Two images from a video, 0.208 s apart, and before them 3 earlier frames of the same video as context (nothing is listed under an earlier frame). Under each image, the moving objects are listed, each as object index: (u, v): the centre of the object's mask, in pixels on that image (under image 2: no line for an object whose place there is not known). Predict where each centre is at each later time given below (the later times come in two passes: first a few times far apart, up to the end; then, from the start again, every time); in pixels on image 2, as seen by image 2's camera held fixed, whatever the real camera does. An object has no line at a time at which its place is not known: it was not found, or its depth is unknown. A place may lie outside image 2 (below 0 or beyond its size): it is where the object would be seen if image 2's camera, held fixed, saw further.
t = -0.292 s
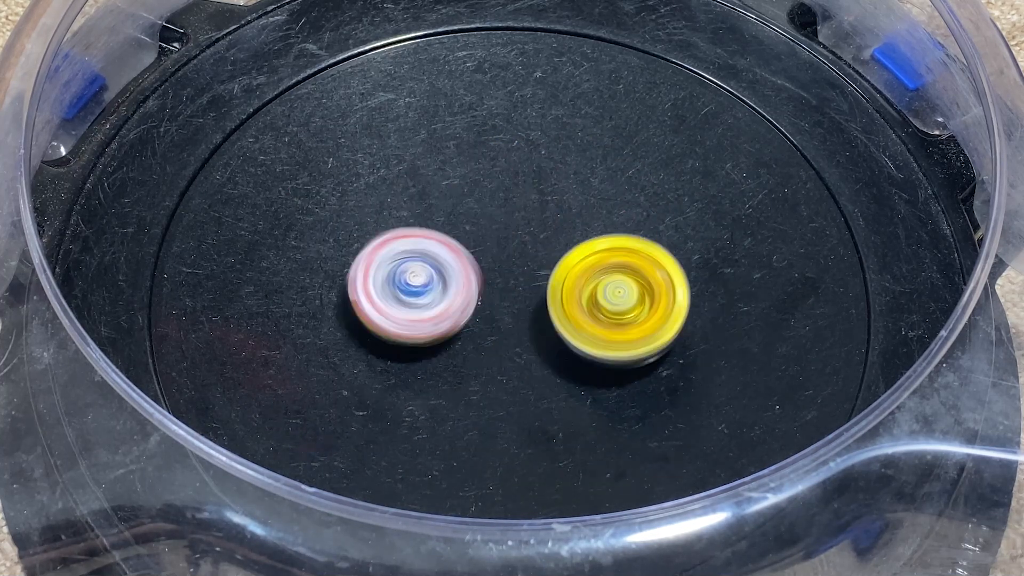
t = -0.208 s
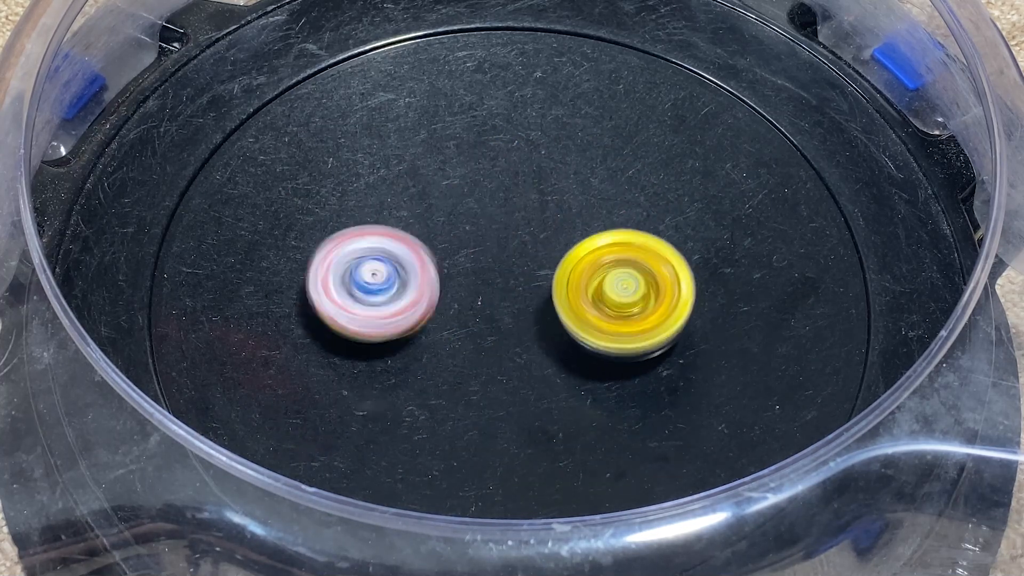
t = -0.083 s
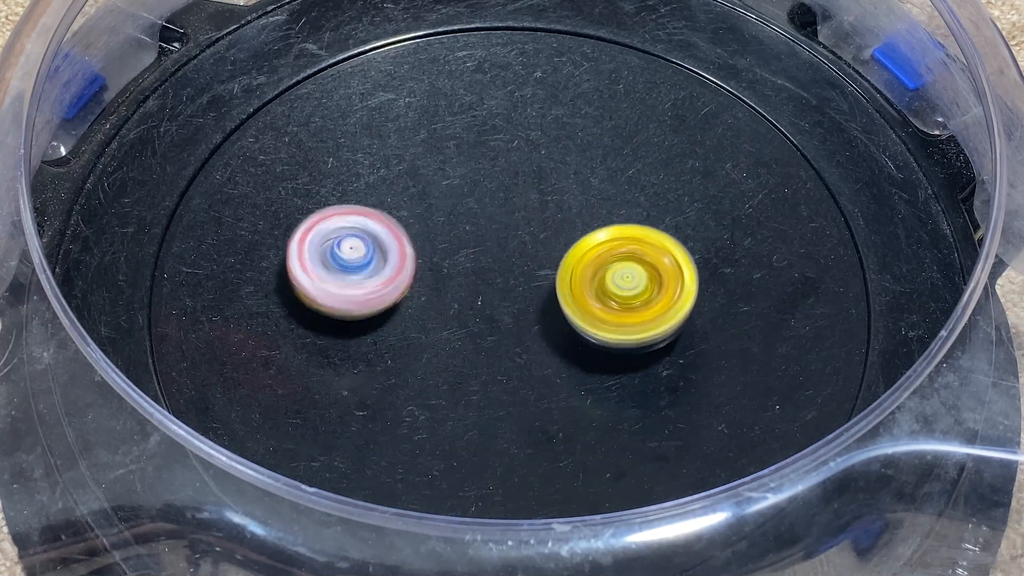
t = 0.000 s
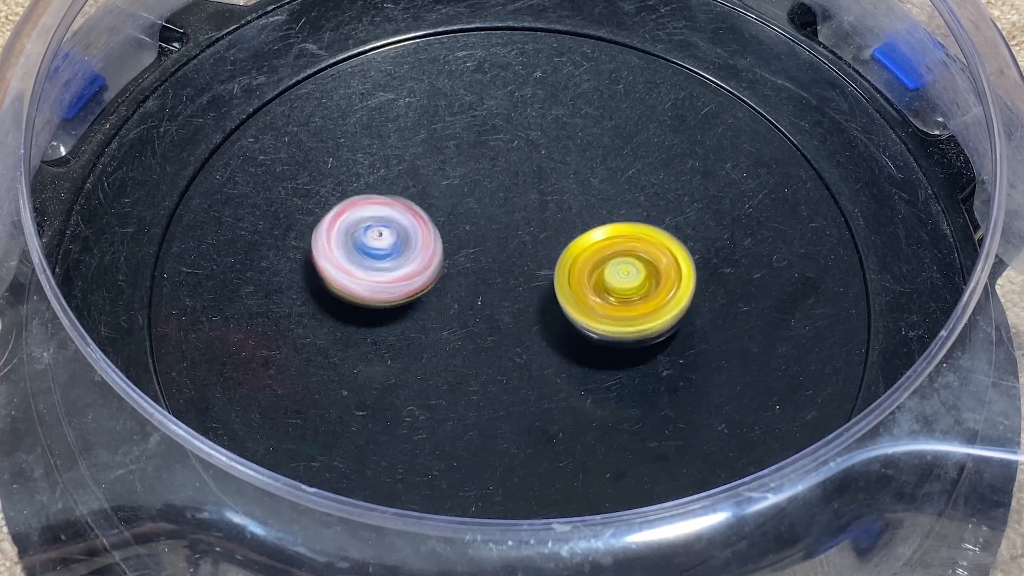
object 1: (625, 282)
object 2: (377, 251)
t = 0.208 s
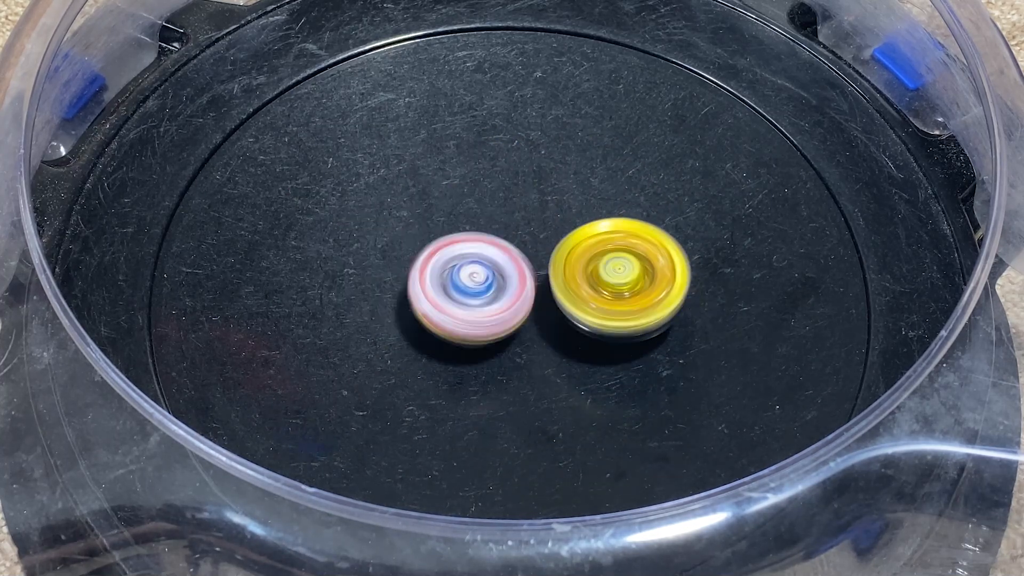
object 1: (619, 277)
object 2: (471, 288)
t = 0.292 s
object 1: (614, 275)
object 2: (468, 309)
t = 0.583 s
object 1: (586, 258)
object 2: (464, 341)
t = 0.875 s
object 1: (586, 224)
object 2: (413, 335)
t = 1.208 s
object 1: (615, 188)
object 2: (457, 326)
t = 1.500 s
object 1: (618, 194)
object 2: (334, 341)
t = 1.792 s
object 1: (567, 220)
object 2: (471, 316)
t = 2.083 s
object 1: (534, 215)
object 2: (555, 381)
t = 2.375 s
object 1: (519, 201)
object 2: (554, 344)
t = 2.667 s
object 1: (516, 184)
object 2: (584, 362)
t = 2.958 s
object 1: (505, 193)
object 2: (511, 317)
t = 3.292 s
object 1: (477, 186)
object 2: (535, 300)
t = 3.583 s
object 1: (452, 198)
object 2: (556, 290)
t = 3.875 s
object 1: (429, 212)
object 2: (559, 315)
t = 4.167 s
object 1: (410, 223)
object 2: (500, 318)
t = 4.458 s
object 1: (414, 234)
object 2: (556, 363)
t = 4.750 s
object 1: (415, 257)
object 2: (547, 318)
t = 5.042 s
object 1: (408, 276)
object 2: (582, 256)
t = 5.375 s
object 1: (409, 287)
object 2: (559, 267)
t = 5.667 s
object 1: (405, 296)
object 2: (576, 277)
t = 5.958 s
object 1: (406, 312)
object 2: (564, 291)
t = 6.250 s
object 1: (422, 330)
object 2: (559, 296)
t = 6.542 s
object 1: (432, 340)
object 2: (591, 278)
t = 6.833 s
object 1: (440, 356)
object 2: (559, 272)
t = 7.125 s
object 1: (452, 354)
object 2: (581, 238)
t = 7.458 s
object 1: (458, 367)
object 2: (551, 247)
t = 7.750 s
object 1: (474, 368)
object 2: (576, 250)
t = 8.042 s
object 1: (480, 374)
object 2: (531, 239)
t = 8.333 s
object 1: (500, 379)
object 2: (526, 250)
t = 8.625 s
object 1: (509, 376)
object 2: (506, 234)
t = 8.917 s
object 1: (541, 357)
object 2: (528, 242)
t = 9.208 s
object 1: (544, 365)
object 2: (486, 233)
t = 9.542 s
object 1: (515, 328)
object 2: (499, 220)
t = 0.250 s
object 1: (617, 278)
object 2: (469, 297)
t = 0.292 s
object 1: (614, 275)
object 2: (468, 309)
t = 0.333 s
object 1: (611, 272)
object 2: (467, 320)
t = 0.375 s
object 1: (607, 270)
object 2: (465, 328)
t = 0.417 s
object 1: (604, 269)
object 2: (463, 335)
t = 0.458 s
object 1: (600, 266)
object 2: (463, 340)
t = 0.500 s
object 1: (595, 264)
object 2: (462, 342)
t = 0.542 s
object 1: (591, 261)
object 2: (462, 343)
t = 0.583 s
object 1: (586, 258)
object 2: (464, 341)
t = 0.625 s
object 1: (582, 256)
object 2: (467, 338)
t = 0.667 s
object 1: (577, 254)
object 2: (471, 335)
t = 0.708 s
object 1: (574, 250)
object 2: (474, 332)
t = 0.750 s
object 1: (586, 236)
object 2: (452, 341)
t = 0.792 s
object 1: (590, 231)
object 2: (436, 342)
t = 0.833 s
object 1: (588, 228)
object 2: (422, 340)
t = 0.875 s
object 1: (586, 224)
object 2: (413, 335)
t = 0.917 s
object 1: (585, 220)
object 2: (410, 328)
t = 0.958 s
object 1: (584, 216)
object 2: (410, 319)
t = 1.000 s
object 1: (583, 214)
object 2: (415, 309)
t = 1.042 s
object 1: (584, 211)
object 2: (430, 299)
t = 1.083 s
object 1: (583, 209)
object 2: (452, 291)
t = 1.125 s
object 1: (583, 207)
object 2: (474, 288)
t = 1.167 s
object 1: (589, 203)
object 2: (488, 296)
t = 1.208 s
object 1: (615, 188)
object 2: (457, 326)
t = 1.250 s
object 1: (626, 185)
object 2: (430, 348)
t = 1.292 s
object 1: (626, 186)
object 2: (407, 359)
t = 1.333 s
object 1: (624, 187)
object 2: (385, 365)
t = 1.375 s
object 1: (623, 186)
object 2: (365, 368)
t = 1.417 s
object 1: (623, 188)
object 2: (349, 365)
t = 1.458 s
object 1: (621, 191)
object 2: (337, 355)
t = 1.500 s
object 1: (618, 194)
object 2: (334, 341)
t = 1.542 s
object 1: (614, 196)
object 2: (342, 327)
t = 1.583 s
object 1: (609, 199)
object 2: (360, 314)
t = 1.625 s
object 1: (603, 202)
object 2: (386, 304)
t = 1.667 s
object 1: (595, 207)
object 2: (414, 299)
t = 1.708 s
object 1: (581, 214)
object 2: (444, 296)
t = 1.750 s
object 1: (568, 221)
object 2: (468, 299)
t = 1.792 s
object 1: (567, 220)
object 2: (471, 316)
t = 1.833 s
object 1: (562, 220)
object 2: (481, 327)
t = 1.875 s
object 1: (557, 221)
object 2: (499, 336)
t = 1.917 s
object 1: (552, 220)
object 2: (517, 346)
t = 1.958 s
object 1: (547, 219)
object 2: (533, 356)
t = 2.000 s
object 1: (543, 218)
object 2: (544, 367)
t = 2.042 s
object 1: (539, 216)
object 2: (551, 375)
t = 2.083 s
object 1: (534, 215)
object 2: (555, 381)
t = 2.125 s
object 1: (531, 214)
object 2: (558, 383)
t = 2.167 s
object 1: (527, 212)
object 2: (558, 383)
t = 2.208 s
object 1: (525, 210)
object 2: (559, 379)
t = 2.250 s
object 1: (522, 208)
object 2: (559, 372)
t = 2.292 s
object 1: (521, 205)
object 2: (558, 365)
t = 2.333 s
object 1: (520, 203)
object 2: (555, 356)
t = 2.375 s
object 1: (519, 201)
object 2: (554, 344)
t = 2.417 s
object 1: (519, 200)
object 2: (553, 331)
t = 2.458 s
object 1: (519, 199)
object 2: (556, 316)
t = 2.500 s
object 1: (518, 194)
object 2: (564, 308)
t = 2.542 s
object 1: (518, 183)
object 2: (580, 324)
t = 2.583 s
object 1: (520, 183)
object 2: (589, 338)
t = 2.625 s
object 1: (517, 185)
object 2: (590, 351)
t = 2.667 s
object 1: (516, 184)
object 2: (584, 362)
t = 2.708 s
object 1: (516, 186)
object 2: (574, 369)
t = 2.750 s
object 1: (516, 188)
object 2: (560, 371)
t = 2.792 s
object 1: (514, 190)
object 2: (543, 366)
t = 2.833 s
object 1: (513, 193)
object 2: (527, 353)
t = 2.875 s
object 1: (511, 196)
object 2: (517, 338)
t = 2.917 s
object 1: (508, 199)
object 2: (512, 321)
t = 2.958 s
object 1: (505, 193)
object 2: (511, 317)
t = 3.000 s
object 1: (505, 181)
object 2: (514, 328)
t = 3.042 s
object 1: (504, 179)
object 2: (516, 331)
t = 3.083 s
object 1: (500, 180)
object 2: (518, 329)
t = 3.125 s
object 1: (495, 182)
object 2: (519, 325)
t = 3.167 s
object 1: (491, 183)
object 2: (522, 319)
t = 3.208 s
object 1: (486, 184)
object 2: (525, 313)
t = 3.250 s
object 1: (482, 185)
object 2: (528, 307)
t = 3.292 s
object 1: (477, 186)
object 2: (535, 300)
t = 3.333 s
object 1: (473, 187)
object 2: (544, 294)
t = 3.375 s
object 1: (470, 188)
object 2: (554, 292)
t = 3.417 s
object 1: (466, 190)
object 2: (559, 292)
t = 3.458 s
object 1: (462, 192)
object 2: (560, 292)
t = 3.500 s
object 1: (459, 193)
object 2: (560, 290)
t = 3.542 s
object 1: (455, 196)
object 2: (559, 290)
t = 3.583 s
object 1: (452, 198)
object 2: (556, 290)
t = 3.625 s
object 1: (448, 200)
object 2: (553, 288)
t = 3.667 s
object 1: (446, 203)
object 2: (549, 287)
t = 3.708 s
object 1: (442, 206)
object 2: (545, 285)
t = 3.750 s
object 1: (439, 208)
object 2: (543, 284)
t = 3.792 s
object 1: (433, 206)
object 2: (552, 294)
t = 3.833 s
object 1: (432, 209)
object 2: (557, 305)
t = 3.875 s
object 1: (429, 212)
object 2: (559, 315)
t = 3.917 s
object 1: (424, 213)
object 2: (556, 325)
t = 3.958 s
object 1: (423, 216)
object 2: (548, 333)
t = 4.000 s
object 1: (419, 218)
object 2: (536, 338)
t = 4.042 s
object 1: (418, 222)
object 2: (522, 337)
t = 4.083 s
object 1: (416, 223)
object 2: (509, 331)
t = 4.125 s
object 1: (413, 226)
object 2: (501, 322)
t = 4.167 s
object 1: (410, 223)
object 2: (500, 318)
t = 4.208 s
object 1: (408, 217)
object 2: (518, 328)
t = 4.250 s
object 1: (413, 221)
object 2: (528, 337)
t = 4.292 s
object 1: (413, 225)
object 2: (539, 344)
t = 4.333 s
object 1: (411, 226)
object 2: (548, 352)
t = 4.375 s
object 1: (412, 227)
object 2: (552, 358)
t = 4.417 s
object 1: (414, 231)
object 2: (553, 362)
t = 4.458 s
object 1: (414, 234)
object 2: (556, 363)
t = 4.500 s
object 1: (414, 236)
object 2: (555, 363)
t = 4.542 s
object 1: (415, 240)
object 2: (556, 360)
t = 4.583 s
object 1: (415, 244)
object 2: (555, 355)
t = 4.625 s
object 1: (415, 247)
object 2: (551, 347)
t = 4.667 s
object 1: (415, 251)
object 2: (551, 339)
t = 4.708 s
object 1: (415, 254)
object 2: (549, 330)
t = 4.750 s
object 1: (415, 257)
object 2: (547, 318)
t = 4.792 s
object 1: (415, 261)
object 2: (549, 306)
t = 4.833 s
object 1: (414, 263)
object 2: (552, 292)
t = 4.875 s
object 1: (413, 266)
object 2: (557, 281)
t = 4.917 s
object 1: (413, 269)
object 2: (565, 271)
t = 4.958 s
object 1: (411, 272)
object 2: (571, 264)
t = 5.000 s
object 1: (410, 274)
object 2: (577, 258)
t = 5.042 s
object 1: (408, 276)
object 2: (582, 256)
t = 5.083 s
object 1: (407, 278)
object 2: (585, 253)
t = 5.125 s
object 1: (405, 279)
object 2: (588, 253)
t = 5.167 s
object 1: (404, 281)
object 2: (587, 253)
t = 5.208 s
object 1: (403, 282)
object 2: (586, 254)
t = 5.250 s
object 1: (403, 283)
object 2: (581, 256)
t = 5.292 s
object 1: (404, 283)
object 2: (575, 259)
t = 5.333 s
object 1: (406, 285)
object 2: (568, 264)
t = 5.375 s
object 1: (409, 287)
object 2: (559, 267)
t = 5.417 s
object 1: (410, 288)
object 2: (548, 270)
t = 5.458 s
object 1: (402, 289)
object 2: (553, 271)
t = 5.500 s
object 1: (397, 286)
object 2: (565, 272)
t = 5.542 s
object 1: (402, 287)
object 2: (569, 272)
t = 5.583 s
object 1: (403, 292)
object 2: (573, 272)
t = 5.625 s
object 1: (403, 294)
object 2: (575, 275)
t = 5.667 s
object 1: (405, 296)
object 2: (576, 277)
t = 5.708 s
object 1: (409, 300)
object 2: (574, 279)
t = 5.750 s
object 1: (409, 303)
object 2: (569, 283)
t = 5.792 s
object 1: (412, 305)
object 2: (564, 286)
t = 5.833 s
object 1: (414, 308)
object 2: (558, 289)
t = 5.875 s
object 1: (416, 311)
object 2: (549, 291)
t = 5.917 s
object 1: (407, 314)
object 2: (557, 290)
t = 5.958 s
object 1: (406, 312)
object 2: (564, 291)
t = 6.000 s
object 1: (410, 314)
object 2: (569, 291)
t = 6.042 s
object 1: (413, 317)
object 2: (572, 293)
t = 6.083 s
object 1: (413, 321)
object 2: (573, 294)
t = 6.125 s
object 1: (415, 323)
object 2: (574, 295)
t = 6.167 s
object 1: (417, 326)
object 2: (571, 297)
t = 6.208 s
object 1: (420, 328)
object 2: (566, 295)
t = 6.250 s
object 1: (422, 330)
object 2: (559, 296)
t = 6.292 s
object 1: (424, 332)
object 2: (552, 295)
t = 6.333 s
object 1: (415, 335)
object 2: (565, 287)
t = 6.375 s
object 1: (418, 333)
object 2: (572, 283)
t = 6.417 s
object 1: (423, 336)
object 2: (581, 282)
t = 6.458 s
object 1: (425, 339)
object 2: (586, 280)
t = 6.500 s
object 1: (425, 339)
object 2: (590, 278)
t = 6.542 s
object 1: (432, 340)
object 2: (591, 278)
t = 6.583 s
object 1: (435, 343)
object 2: (591, 279)
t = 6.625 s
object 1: (438, 344)
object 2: (590, 280)
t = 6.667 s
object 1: (439, 345)
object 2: (585, 282)
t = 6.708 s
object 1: (445, 346)
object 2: (578, 280)
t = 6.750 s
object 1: (447, 348)
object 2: (568, 282)
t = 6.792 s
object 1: (449, 350)
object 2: (558, 282)
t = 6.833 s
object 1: (440, 356)
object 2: (559, 272)
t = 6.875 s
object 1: (434, 357)
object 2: (561, 261)
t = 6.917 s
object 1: (436, 355)
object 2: (563, 252)
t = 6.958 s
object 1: (442, 352)
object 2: (570, 244)
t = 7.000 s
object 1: (447, 352)
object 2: (574, 240)
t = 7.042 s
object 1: (451, 355)
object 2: (578, 237)
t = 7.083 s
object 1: (450, 356)
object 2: (580, 237)
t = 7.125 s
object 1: (452, 354)
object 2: (581, 238)
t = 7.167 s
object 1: (455, 354)
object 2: (581, 241)
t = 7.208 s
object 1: (459, 354)
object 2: (579, 245)
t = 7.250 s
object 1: (461, 355)
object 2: (571, 249)
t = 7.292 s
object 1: (464, 355)
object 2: (564, 256)
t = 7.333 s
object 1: (467, 355)
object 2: (555, 262)
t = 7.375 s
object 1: (469, 355)
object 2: (547, 266)
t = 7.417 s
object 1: (463, 362)
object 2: (546, 259)
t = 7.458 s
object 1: (458, 367)
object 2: (551, 247)
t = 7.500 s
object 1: (457, 367)
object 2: (555, 239)
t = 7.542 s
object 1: (461, 365)
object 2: (563, 233)
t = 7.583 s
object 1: (466, 365)
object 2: (569, 230)
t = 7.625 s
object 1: (469, 366)
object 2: (575, 232)
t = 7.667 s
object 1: (471, 365)
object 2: (580, 234)
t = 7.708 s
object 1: (473, 368)
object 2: (581, 242)
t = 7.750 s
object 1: (474, 368)
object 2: (576, 250)
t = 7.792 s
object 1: (478, 367)
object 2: (569, 260)
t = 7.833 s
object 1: (481, 366)
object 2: (557, 267)
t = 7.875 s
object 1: (482, 371)
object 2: (546, 270)
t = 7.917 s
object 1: (472, 378)
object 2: (543, 259)
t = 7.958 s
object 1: (470, 378)
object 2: (537, 252)
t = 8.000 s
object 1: (473, 375)
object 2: (533, 245)
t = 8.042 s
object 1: (480, 374)
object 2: (531, 239)
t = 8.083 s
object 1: (486, 377)
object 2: (531, 236)
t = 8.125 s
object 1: (486, 378)
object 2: (531, 233)
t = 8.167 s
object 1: (488, 377)
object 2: (531, 234)
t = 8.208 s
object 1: (492, 376)
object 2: (530, 234)
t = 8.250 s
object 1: (497, 377)
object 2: (530, 236)
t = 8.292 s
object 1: (500, 379)
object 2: (527, 242)
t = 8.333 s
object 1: (500, 379)
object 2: (526, 250)
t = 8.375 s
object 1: (502, 378)
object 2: (523, 255)
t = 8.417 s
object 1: (505, 377)
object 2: (519, 262)
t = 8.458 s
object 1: (509, 379)
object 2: (512, 267)
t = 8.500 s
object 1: (507, 388)
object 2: (509, 261)
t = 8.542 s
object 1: (502, 386)
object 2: (506, 252)
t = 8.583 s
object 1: (503, 382)
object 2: (505, 242)
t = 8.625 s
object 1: (509, 376)
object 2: (506, 234)
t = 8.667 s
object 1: (517, 374)
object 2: (510, 228)
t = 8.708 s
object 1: (522, 375)
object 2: (516, 224)
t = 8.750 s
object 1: (526, 377)
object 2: (521, 226)
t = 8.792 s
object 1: (529, 374)
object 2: (526, 231)
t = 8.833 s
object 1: (532, 367)
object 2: (530, 237)
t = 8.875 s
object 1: (536, 357)
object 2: (532, 244)
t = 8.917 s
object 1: (541, 357)
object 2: (528, 242)
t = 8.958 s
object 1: (542, 357)
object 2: (523, 239)
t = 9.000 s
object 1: (543, 356)
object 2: (519, 240)
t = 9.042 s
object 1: (541, 356)
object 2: (514, 242)
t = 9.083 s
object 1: (541, 354)
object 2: (510, 245)
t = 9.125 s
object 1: (541, 351)
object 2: (504, 248)
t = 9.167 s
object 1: (544, 360)
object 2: (494, 242)
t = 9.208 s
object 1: (544, 365)
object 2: (486, 233)
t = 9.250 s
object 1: (541, 365)
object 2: (478, 224)
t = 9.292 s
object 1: (538, 362)
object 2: (474, 217)
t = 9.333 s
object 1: (536, 358)
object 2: (473, 210)
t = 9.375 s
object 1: (534, 354)
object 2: (477, 208)
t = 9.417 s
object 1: (531, 348)
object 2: (483, 208)
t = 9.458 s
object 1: (527, 342)
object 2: (488, 211)
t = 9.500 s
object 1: (520, 336)
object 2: (494, 219)
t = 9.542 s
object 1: (515, 328)
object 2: (499, 220)
